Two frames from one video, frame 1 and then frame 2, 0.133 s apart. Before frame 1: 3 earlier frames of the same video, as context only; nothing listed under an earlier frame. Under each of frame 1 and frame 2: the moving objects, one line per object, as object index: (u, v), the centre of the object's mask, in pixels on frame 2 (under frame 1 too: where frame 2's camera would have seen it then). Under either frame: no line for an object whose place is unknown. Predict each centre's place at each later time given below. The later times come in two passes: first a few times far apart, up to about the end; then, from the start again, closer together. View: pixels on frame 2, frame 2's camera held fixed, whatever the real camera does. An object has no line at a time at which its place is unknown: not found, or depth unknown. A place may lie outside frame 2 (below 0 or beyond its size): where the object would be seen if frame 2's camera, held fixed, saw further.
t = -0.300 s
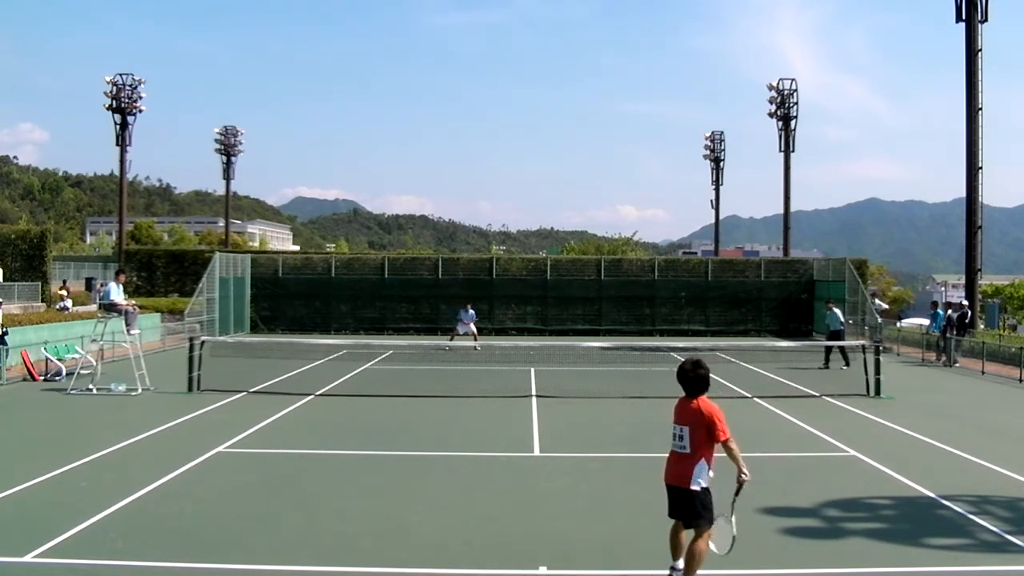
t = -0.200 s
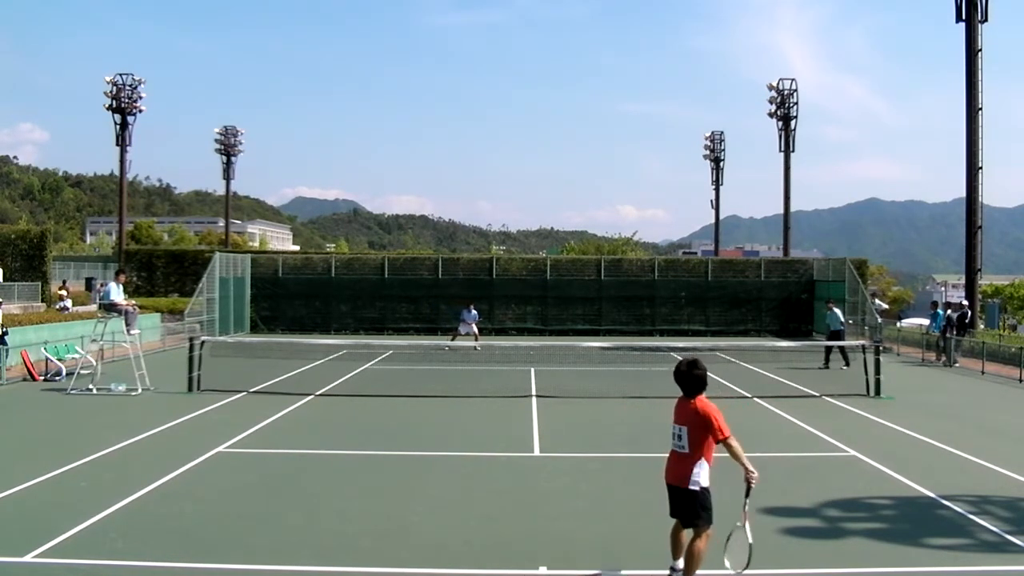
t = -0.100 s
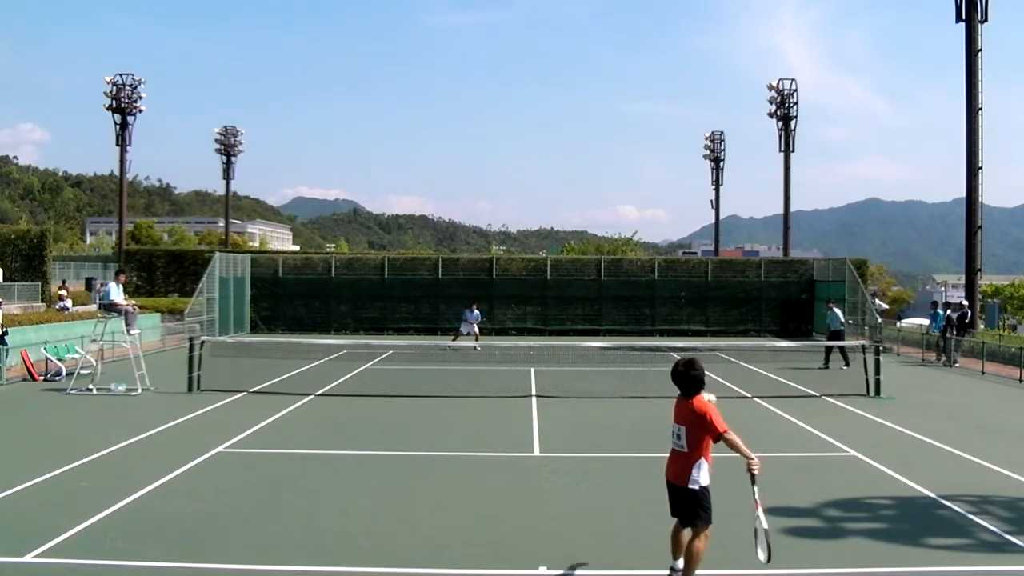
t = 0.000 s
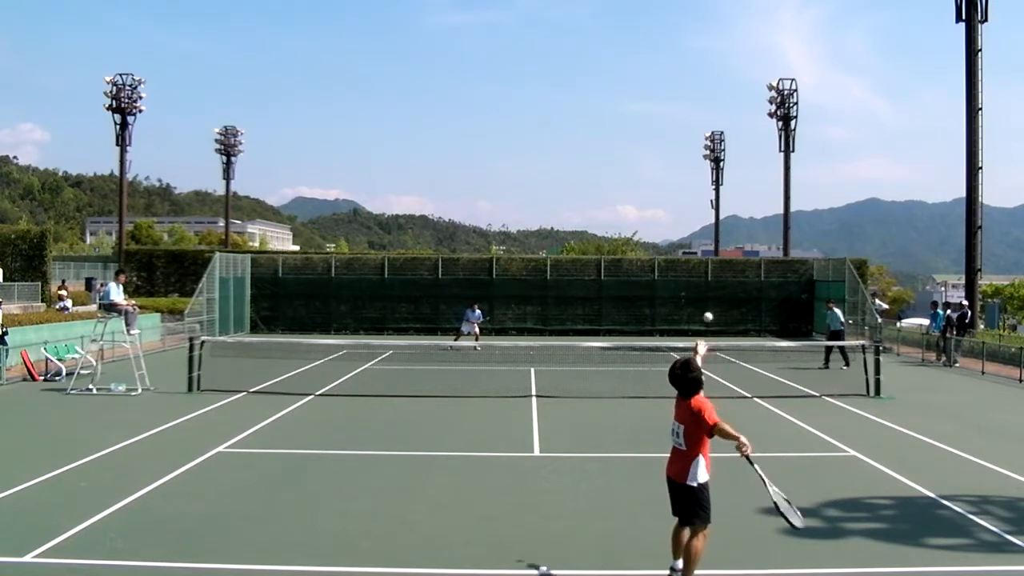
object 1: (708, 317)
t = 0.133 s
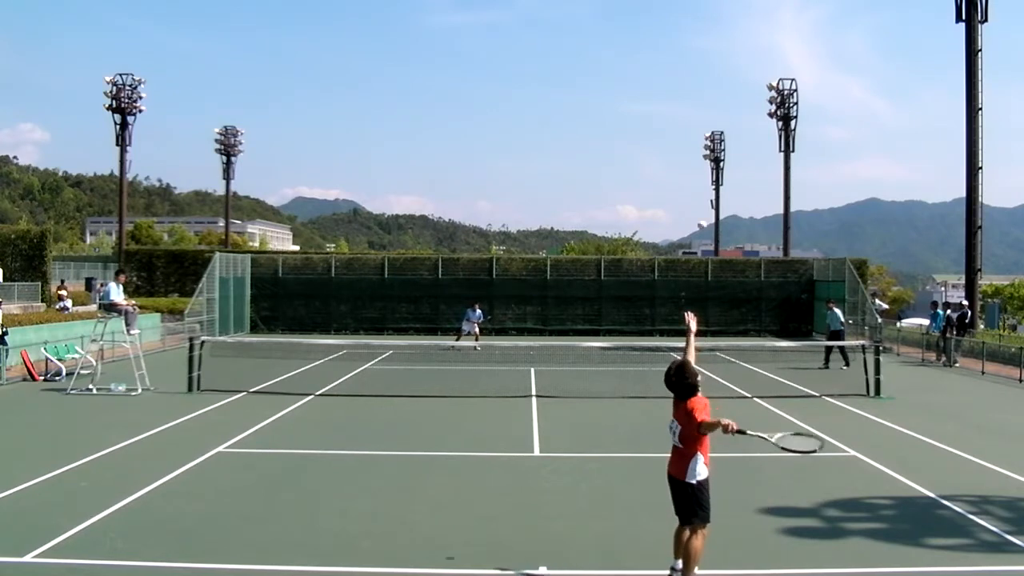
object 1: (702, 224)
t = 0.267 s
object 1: (696, 156)
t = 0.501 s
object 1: (684, 90)
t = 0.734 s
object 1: (674, 93)
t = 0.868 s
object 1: (667, 126)
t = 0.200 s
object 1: (698, 187)
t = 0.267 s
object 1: (696, 156)
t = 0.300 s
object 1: (694, 142)
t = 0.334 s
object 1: (692, 130)
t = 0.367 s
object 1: (691, 119)
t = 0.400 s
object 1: (690, 109)
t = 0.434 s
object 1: (688, 101)
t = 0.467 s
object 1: (686, 95)
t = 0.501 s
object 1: (684, 90)
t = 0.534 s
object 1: (683, 86)
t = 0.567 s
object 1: (682, 84)
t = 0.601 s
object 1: (680, 83)
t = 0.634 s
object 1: (678, 83)
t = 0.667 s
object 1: (677, 85)
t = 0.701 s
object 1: (675, 88)
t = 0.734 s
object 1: (674, 93)
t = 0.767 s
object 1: (672, 99)
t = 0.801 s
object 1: (670, 107)
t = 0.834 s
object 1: (669, 115)
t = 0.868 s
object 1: (667, 126)
